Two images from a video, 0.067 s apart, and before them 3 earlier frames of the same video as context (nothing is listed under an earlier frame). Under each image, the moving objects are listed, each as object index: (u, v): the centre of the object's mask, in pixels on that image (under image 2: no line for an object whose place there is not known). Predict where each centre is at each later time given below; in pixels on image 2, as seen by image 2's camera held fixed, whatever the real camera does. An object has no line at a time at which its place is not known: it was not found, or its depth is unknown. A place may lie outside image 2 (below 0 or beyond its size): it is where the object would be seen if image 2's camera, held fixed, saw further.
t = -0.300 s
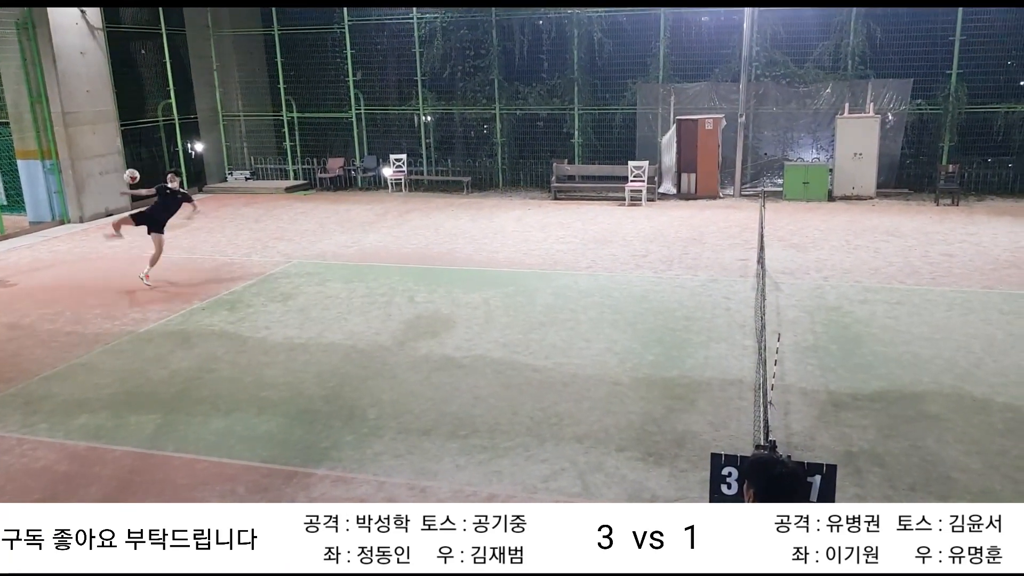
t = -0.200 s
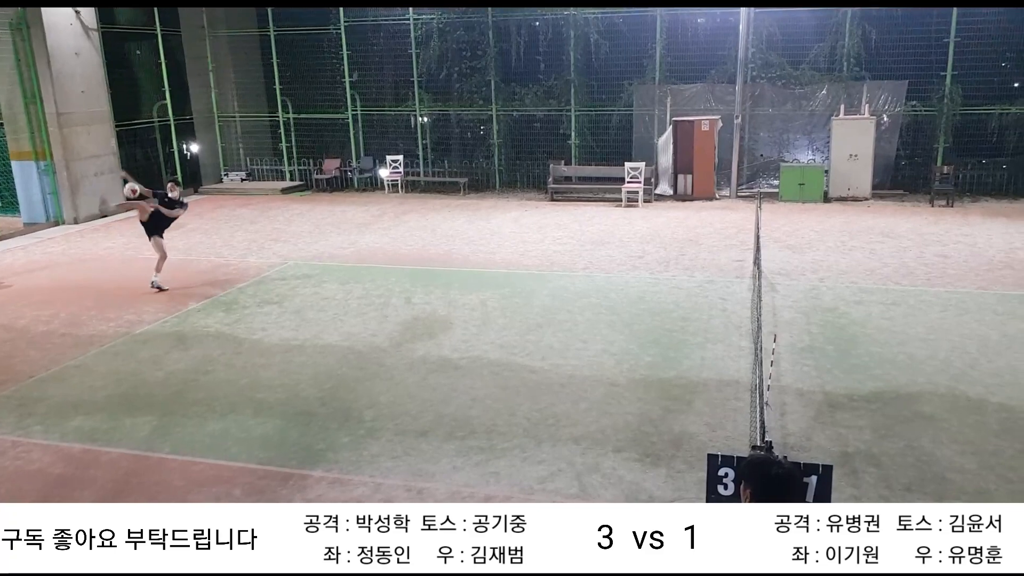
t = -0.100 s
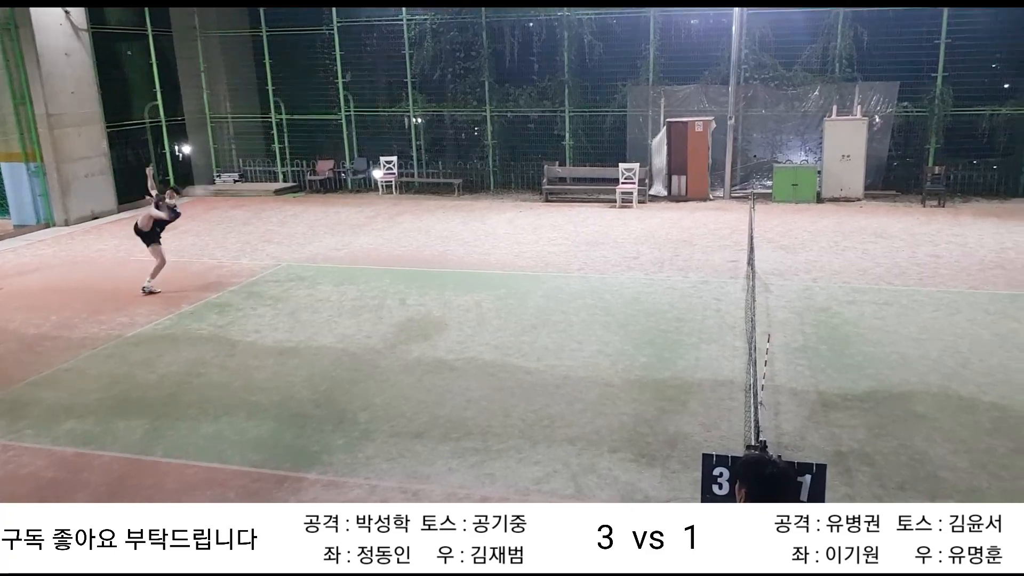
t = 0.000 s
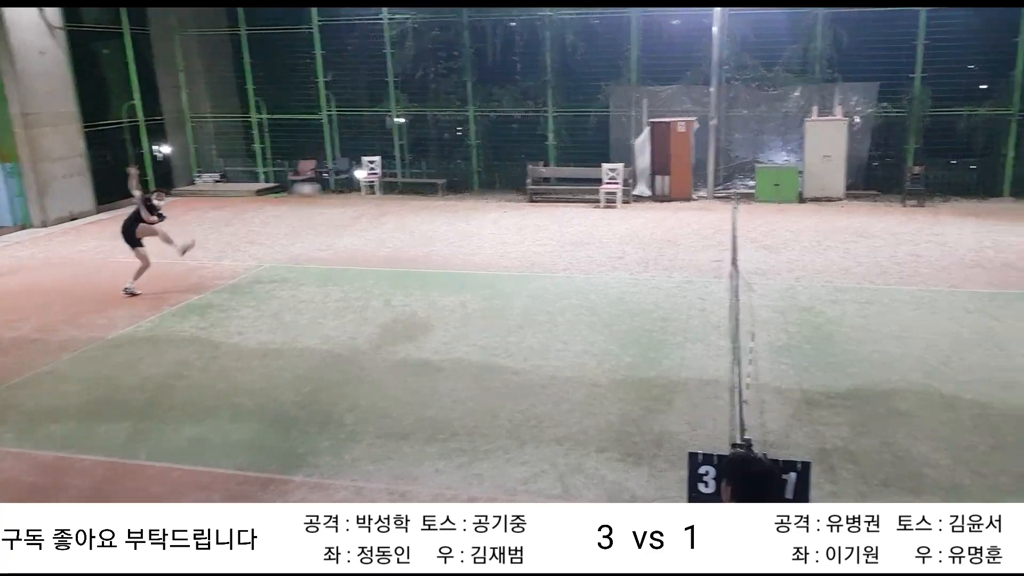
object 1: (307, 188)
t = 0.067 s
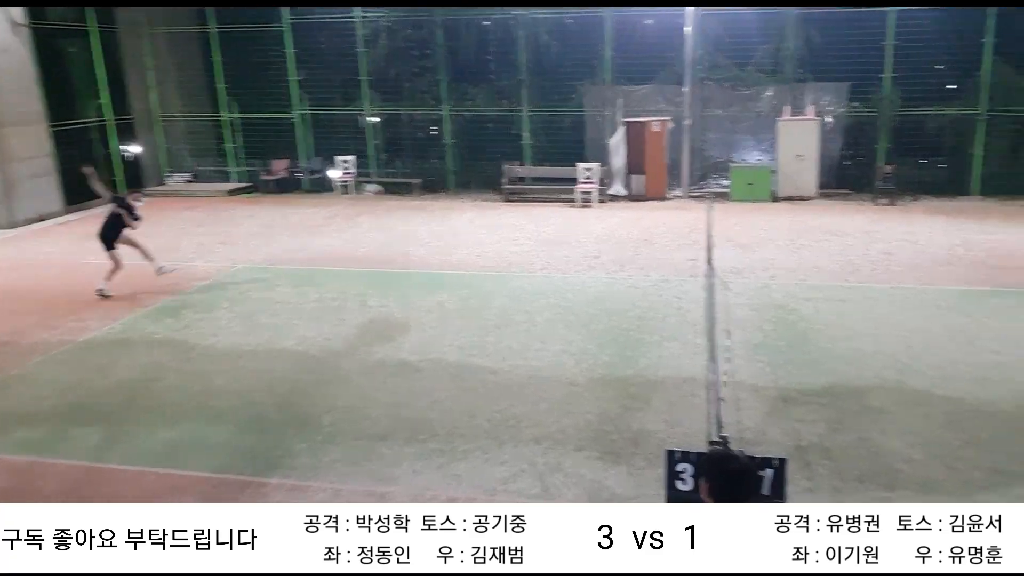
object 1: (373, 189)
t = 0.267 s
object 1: (651, 219)
